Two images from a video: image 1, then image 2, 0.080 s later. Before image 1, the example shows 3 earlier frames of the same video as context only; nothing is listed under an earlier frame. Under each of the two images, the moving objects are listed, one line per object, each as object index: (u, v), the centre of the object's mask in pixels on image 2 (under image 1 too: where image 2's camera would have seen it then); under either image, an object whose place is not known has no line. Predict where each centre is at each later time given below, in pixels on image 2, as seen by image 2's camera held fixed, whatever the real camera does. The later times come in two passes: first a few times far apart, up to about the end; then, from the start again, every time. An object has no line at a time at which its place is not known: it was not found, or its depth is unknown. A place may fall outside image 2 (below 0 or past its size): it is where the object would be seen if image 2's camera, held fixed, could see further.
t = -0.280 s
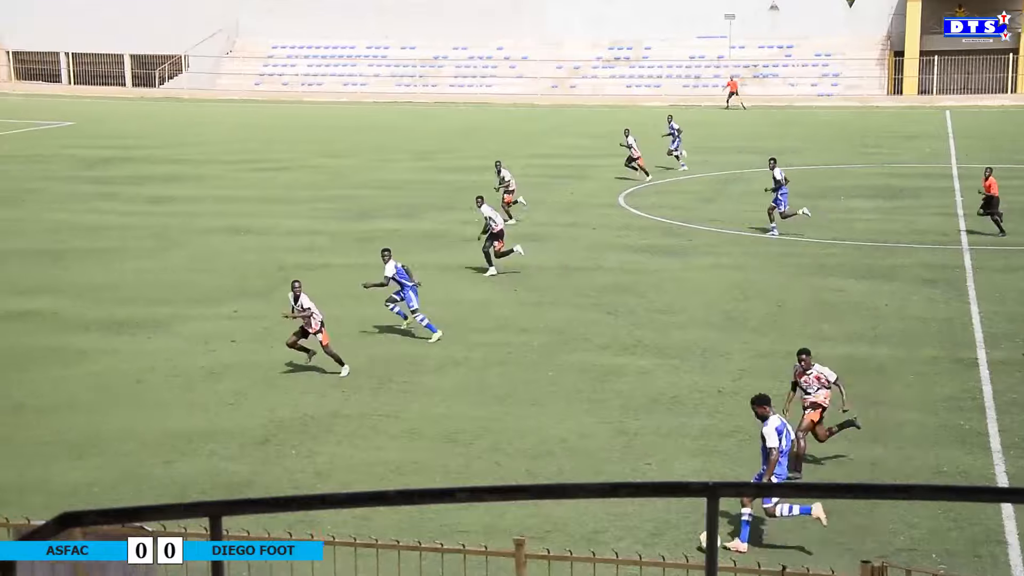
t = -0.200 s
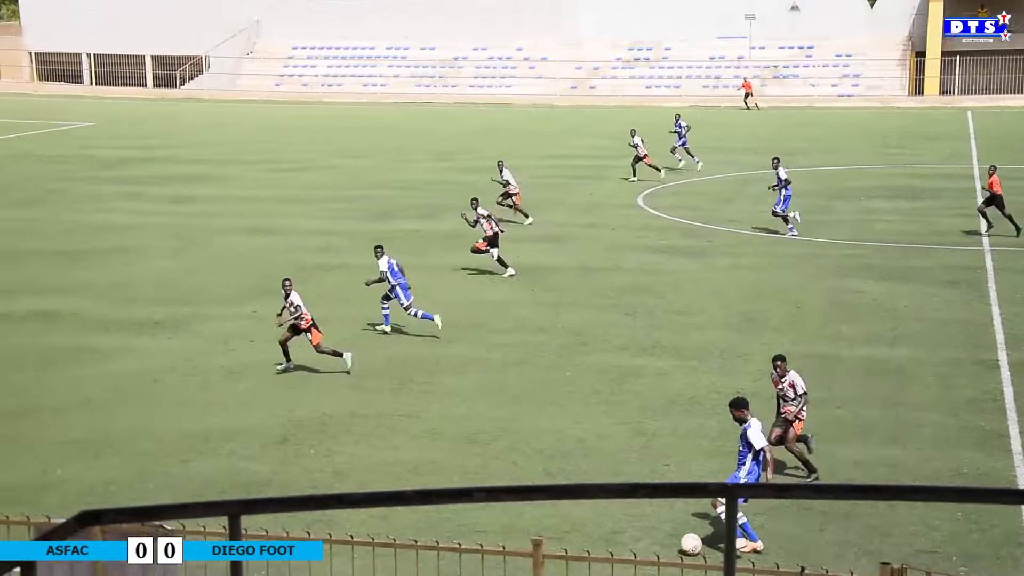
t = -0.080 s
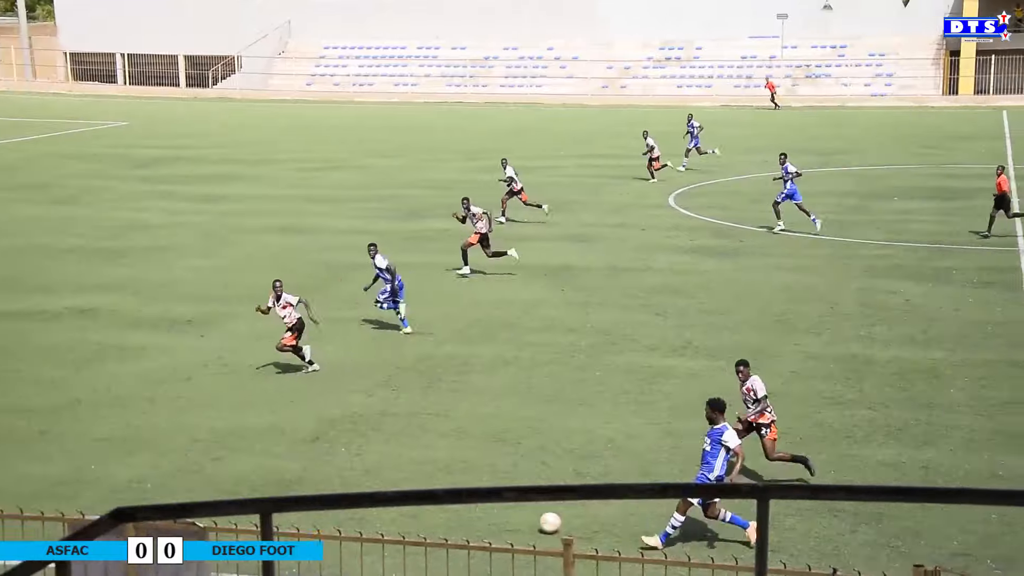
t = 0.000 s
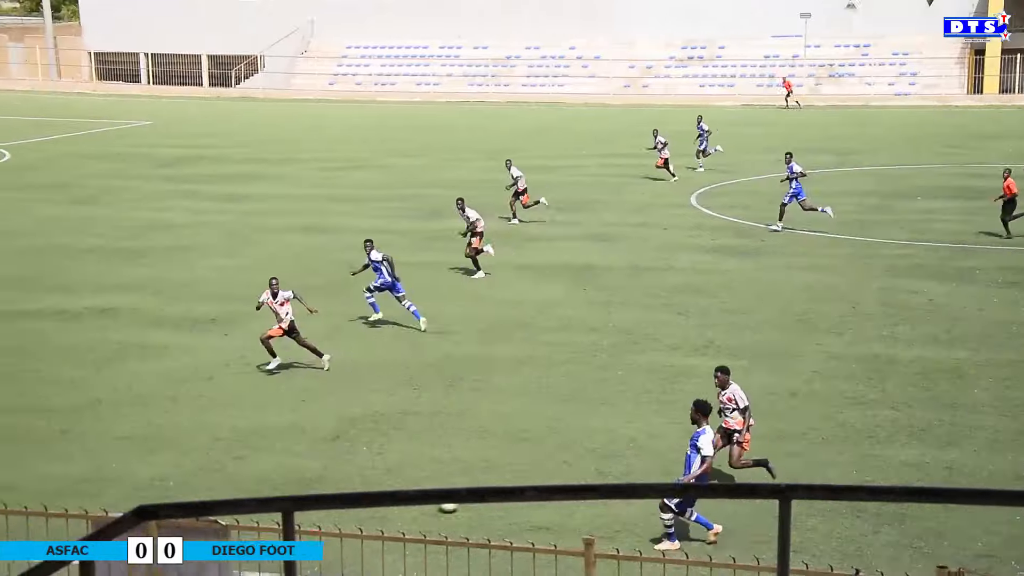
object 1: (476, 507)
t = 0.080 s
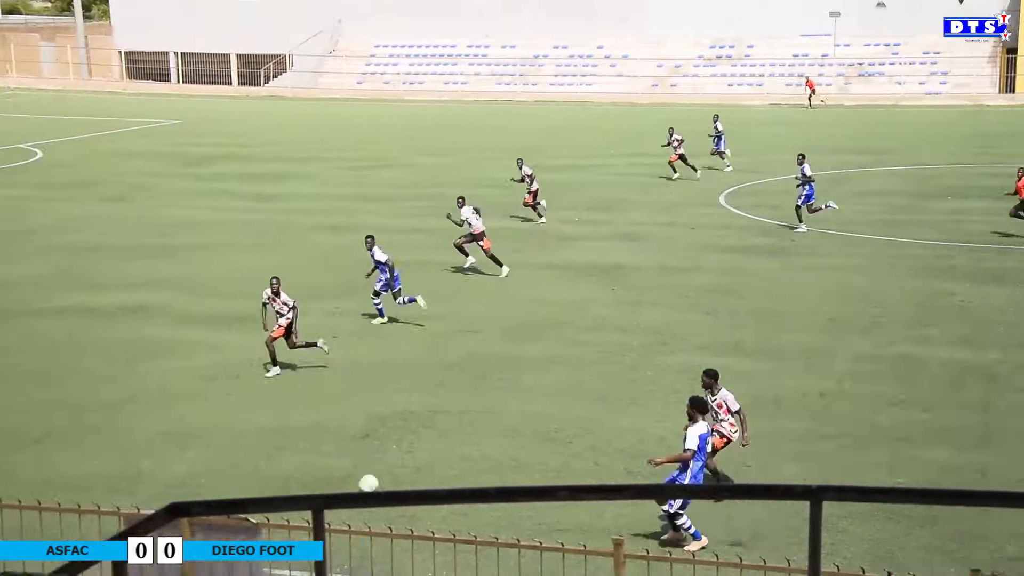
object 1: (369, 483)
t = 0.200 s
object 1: (228, 462)
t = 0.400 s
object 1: (39, 434)
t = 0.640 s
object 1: (-138, 409)
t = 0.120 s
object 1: (320, 475)
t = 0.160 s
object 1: (273, 468)
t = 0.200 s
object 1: (228, 462)
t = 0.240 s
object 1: (185, 457)
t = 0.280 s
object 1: (147, 450)
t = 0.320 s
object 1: (110, 443)
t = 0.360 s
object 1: (74, 439)
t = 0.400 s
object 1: (39, 434)
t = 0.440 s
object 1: (6, 429)
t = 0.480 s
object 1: (-26, 424)
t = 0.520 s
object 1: (-56, 420)
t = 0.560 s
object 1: (-86, 418)
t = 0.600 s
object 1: (-113, 414)
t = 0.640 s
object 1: (-138, 409)
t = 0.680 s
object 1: (-164, 405)
